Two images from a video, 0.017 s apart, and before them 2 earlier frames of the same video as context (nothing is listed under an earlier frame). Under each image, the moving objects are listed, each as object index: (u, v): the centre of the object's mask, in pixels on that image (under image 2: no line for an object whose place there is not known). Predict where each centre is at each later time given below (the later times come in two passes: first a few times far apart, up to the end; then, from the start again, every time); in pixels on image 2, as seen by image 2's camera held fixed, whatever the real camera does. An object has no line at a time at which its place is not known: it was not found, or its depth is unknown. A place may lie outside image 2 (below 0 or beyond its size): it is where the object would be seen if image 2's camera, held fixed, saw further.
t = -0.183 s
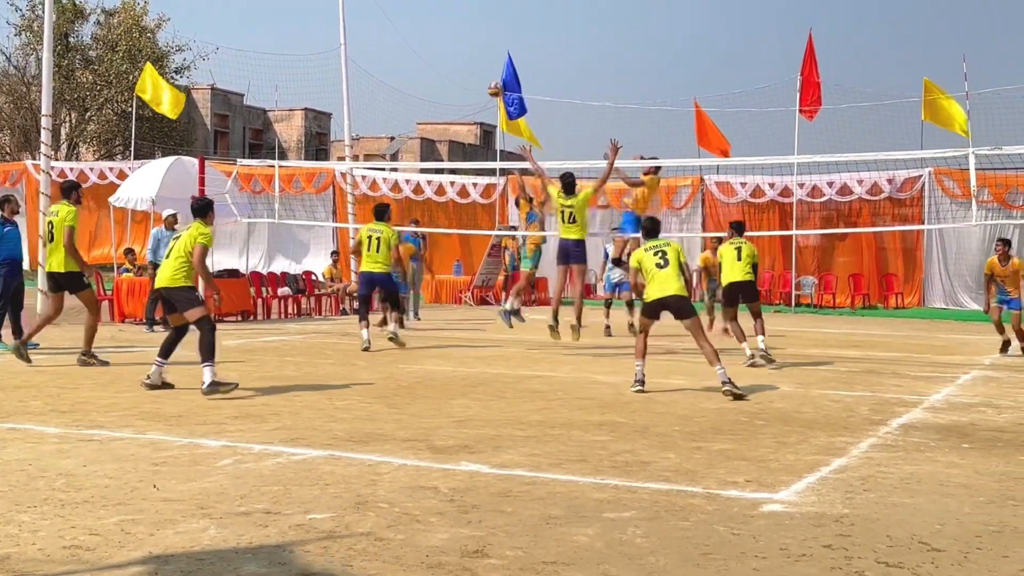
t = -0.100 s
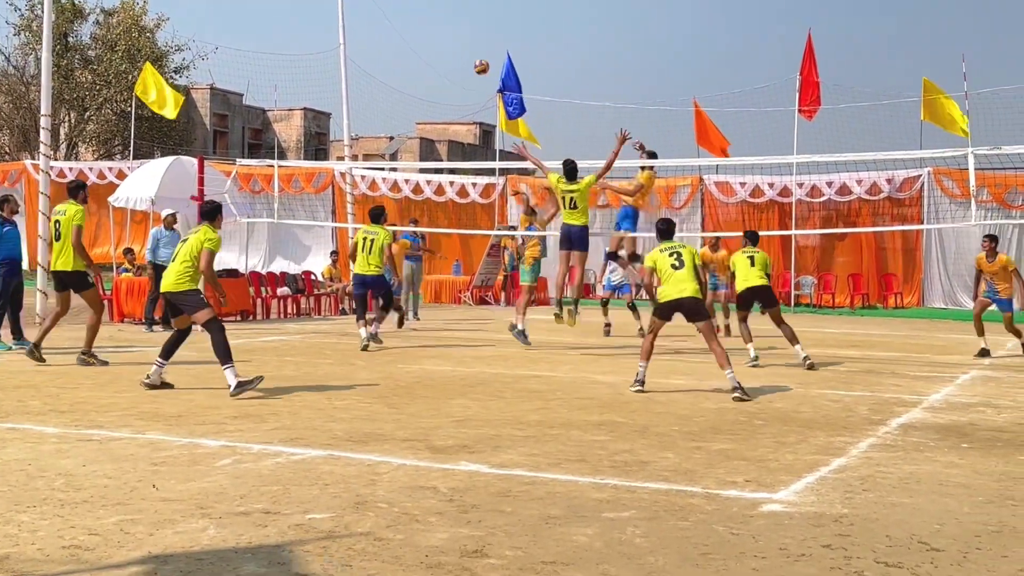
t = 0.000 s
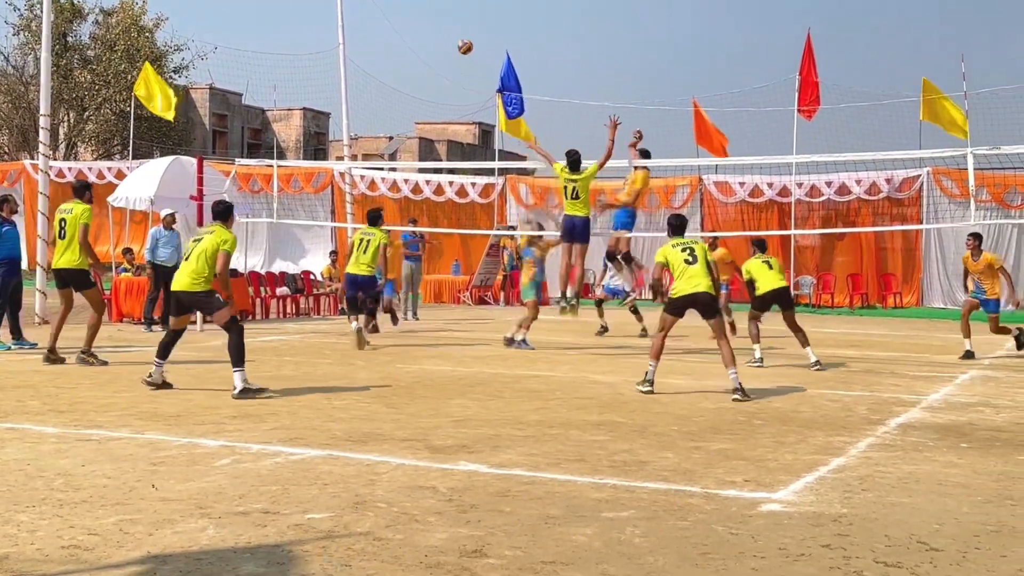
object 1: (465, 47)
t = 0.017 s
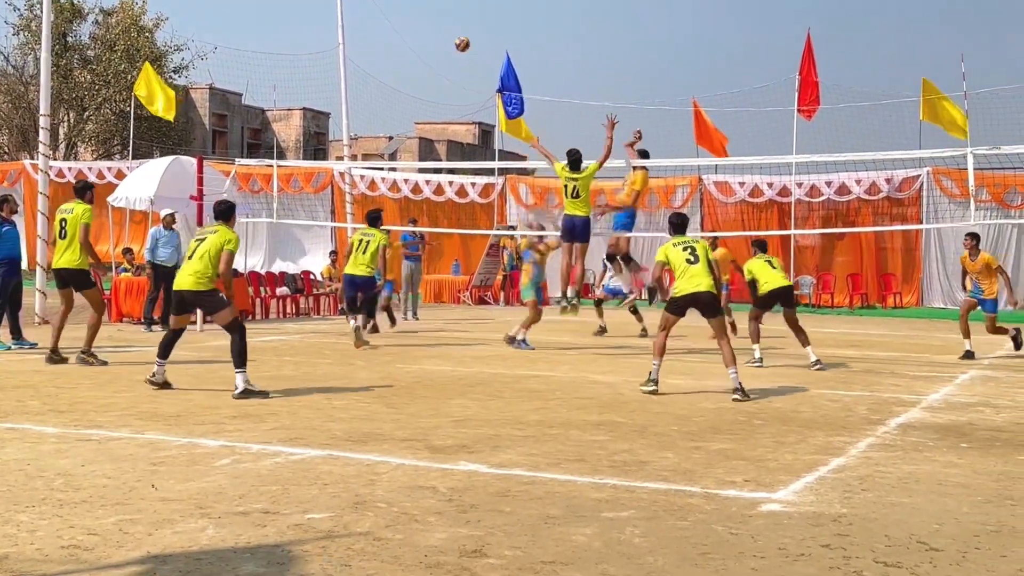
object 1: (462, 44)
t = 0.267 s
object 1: (424, 30)
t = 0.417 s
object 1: (403, 43)
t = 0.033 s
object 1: (459, 42)
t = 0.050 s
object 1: (457, 39)
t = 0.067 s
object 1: (454, 37)
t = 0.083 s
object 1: (452, 36)
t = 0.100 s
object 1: (449, 34)
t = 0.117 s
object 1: (447, 33)
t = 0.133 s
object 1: (444, 31)
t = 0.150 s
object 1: (442, 31)
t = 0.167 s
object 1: (439, 30)
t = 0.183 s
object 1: (437, 29)
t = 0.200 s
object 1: (434, 29)
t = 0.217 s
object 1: (432, 29)
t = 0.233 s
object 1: (429, 29)
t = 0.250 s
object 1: (427, 29)
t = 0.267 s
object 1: (424, 30)
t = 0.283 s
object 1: (422, 31)
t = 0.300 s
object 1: (420, 32)
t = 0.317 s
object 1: (417, 33)
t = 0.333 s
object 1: (415, 34)
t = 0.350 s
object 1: (412, 36)
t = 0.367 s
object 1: (410, 37)
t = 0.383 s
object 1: (408, 39)
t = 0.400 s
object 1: (405, 41)
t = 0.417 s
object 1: (403, 43)
